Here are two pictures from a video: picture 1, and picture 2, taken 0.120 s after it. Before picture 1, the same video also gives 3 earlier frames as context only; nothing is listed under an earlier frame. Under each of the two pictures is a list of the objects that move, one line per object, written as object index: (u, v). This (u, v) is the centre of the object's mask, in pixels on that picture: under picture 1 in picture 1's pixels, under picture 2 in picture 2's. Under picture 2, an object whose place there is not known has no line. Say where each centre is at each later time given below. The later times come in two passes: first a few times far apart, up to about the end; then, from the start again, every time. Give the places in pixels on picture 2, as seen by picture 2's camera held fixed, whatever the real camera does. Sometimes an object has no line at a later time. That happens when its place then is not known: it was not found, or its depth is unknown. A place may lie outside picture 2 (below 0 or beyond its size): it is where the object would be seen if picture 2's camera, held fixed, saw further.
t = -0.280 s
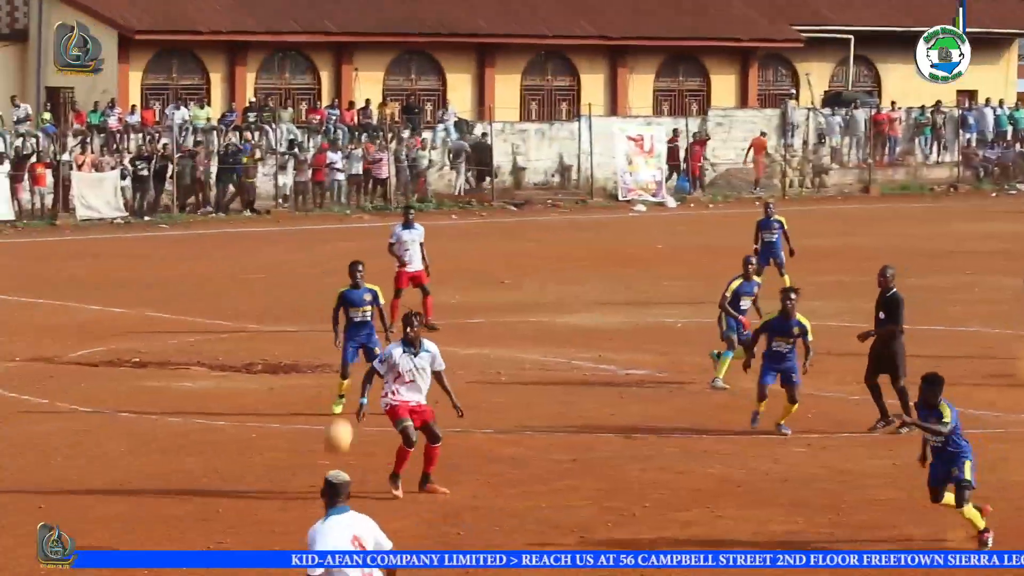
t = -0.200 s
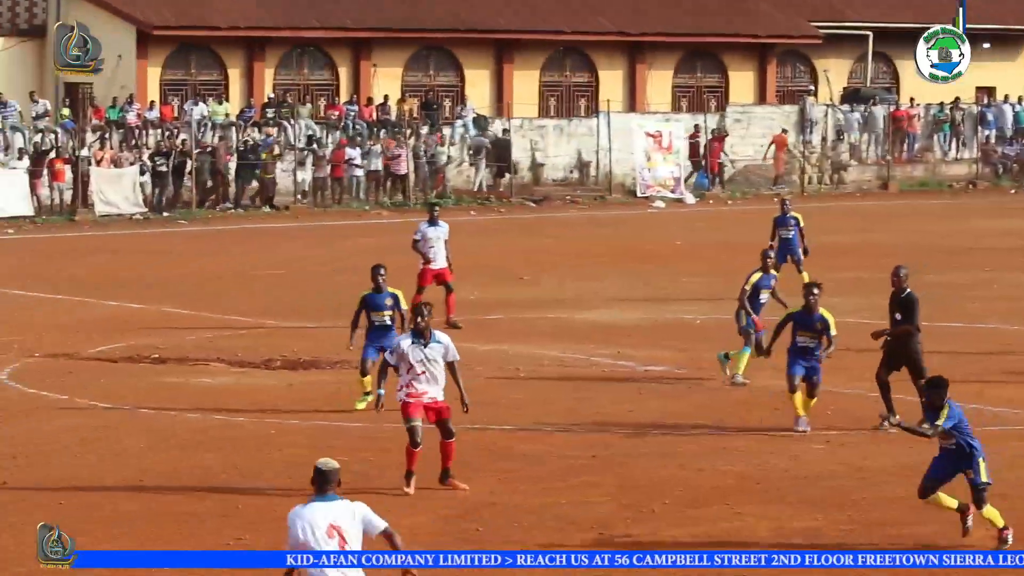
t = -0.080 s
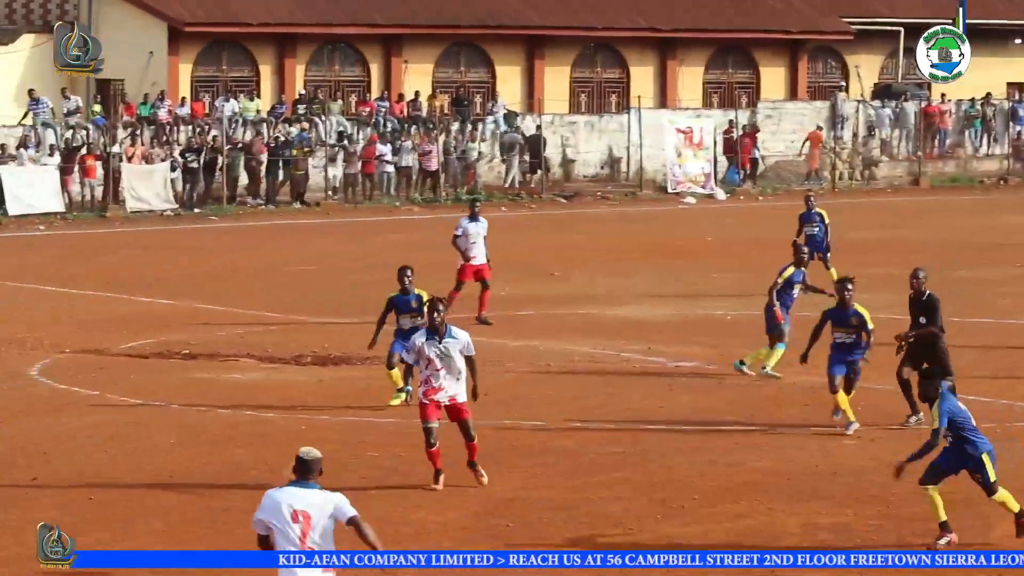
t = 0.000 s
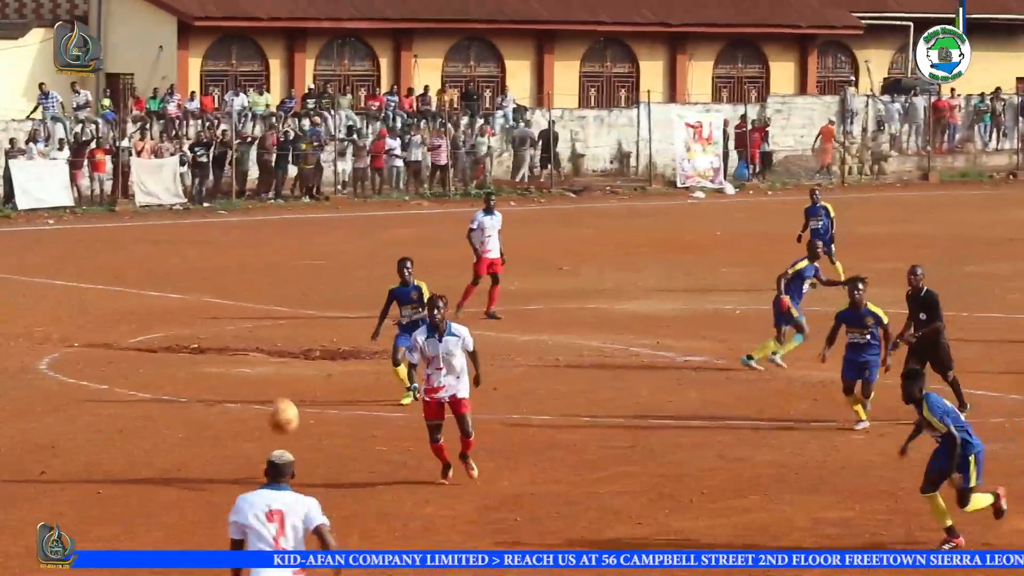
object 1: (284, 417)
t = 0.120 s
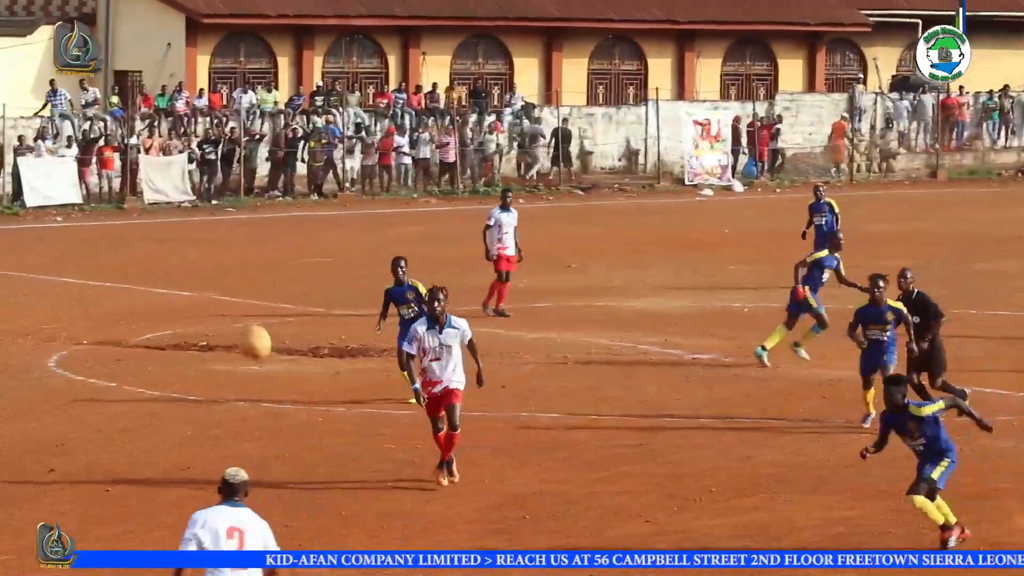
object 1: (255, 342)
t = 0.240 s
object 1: (213, 289)
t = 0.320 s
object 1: (187, 261)
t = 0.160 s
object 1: (242, 323)
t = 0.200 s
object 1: (229, 306)
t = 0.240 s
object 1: (213, 289)
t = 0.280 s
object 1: (202, 274)
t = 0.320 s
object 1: (187, 261)
